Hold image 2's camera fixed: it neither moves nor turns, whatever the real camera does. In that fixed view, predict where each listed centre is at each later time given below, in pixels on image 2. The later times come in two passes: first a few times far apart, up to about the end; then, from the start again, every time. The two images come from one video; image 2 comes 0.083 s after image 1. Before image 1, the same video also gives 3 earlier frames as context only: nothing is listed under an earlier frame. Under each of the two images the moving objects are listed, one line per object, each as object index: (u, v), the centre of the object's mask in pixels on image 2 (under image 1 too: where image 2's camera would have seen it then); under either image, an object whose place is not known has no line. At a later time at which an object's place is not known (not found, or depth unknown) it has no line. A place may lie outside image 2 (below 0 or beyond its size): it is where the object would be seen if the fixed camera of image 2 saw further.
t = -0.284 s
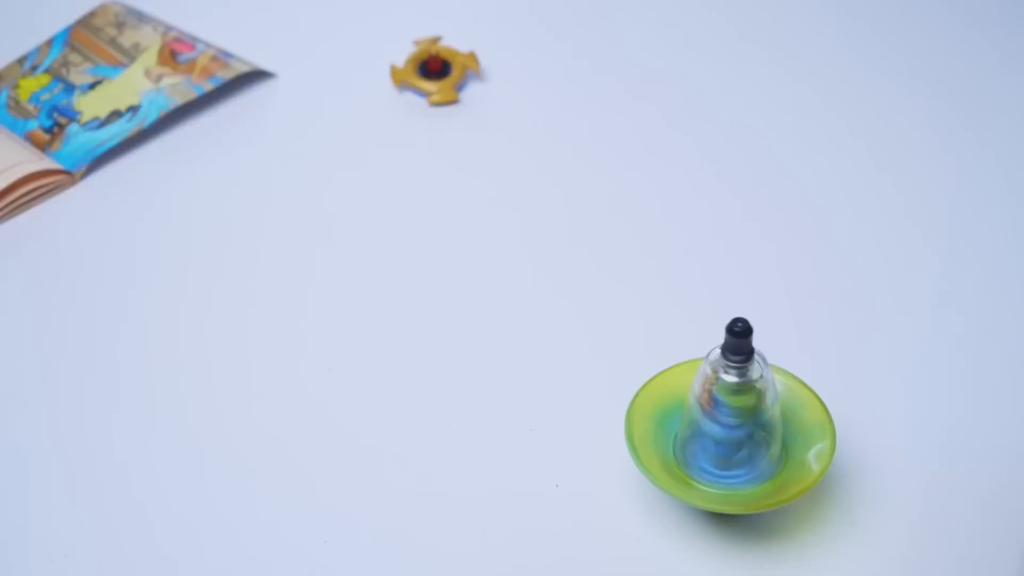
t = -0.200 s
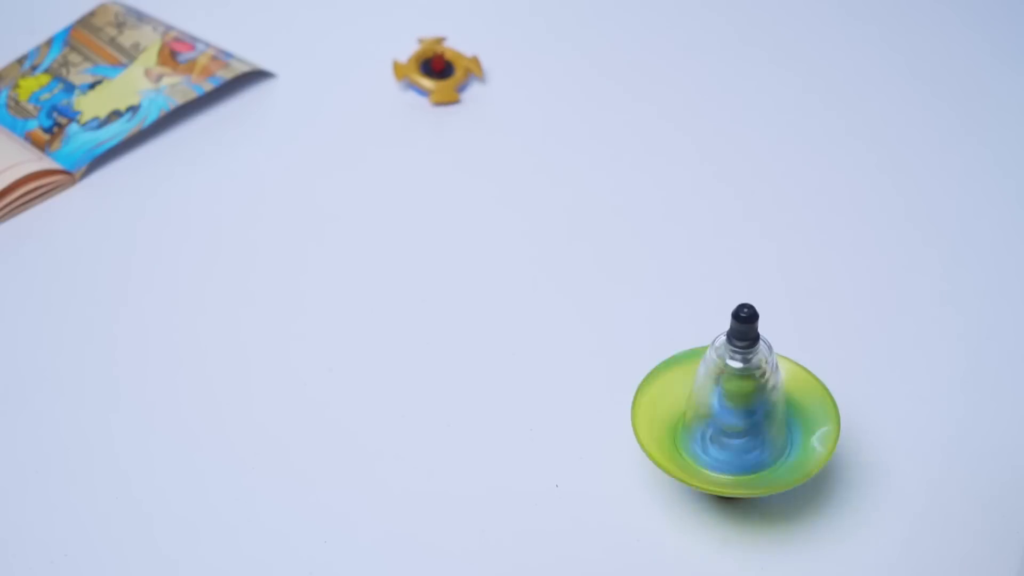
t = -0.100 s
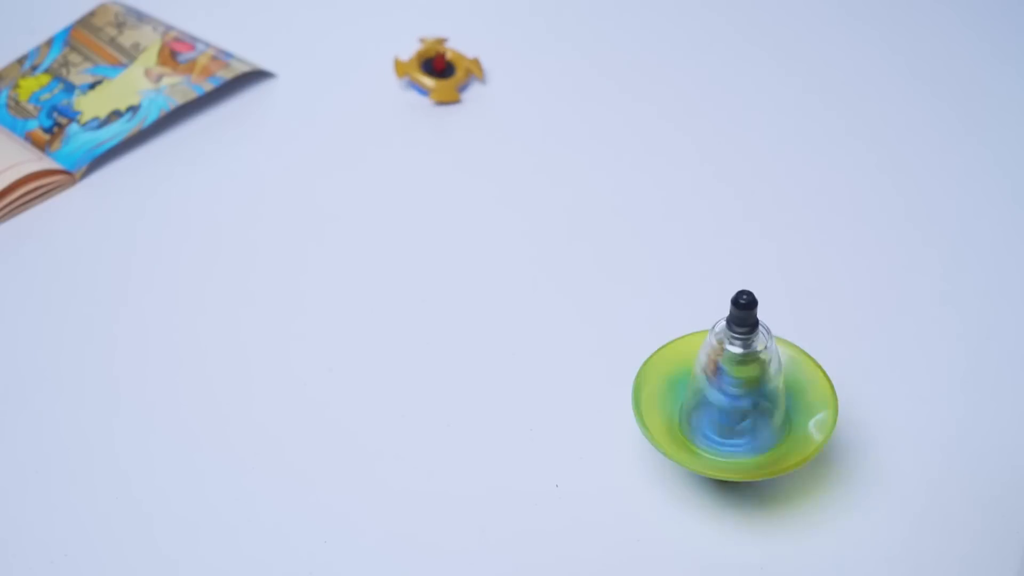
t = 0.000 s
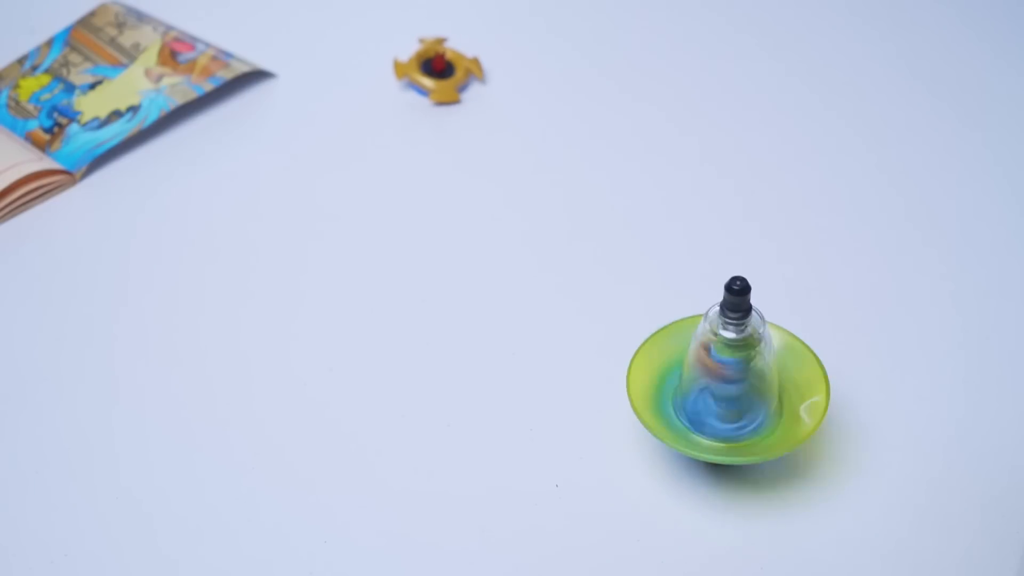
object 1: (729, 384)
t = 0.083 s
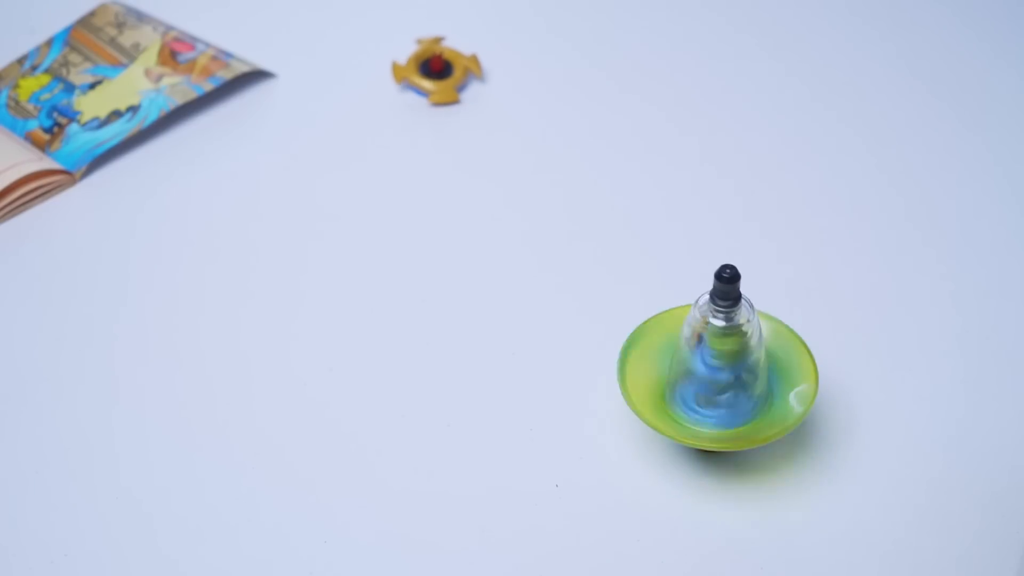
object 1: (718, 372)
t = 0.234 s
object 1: (692, 355)
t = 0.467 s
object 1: (632, 340)
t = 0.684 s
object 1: (572, 344)
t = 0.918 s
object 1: (507, 371)
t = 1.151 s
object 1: (455, 421)
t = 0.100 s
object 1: (716, 369)
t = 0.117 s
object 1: (714, 366)
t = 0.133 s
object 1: (710, 365)
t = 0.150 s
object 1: (708, 363)
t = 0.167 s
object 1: (705, 361)
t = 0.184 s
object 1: (702, 359)
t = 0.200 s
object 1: (699, 357)
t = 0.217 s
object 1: (696, 355)
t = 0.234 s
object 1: (692, 355)
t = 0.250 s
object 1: (689, 352)
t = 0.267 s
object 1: (685, 351)
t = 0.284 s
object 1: (681, 350)
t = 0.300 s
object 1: (677, 347)
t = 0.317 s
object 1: (673, 346)
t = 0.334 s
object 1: (669, 346)
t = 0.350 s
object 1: (665, 344)
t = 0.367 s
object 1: (660, 343)
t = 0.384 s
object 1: (657, 342)
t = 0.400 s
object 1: (652, 340)
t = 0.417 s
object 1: (647, 340)
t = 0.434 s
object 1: (643, 340)
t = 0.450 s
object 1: (638, 340)
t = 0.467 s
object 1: (632, 340)
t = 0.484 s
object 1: (629, 339)
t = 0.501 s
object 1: (624, 339)
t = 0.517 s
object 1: (619, 339)
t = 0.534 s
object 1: (615, 339)
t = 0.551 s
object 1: (610, 339)
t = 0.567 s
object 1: (605, 340)
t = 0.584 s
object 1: (601, 340)
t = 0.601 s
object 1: (595, 340)
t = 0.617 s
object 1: (591, 341)
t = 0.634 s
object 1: (586, 341)
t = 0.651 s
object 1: (581, 342)
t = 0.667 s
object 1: (577, 343)
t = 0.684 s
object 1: (572, 344)
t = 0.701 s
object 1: (567, 345)
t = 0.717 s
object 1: (562, 346)
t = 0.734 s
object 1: (557, 347)
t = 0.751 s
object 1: (552, 349)
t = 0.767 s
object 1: (547, 351)
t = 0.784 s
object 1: (542, 352)
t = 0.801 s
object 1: (537, 355)
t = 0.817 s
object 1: (533, 357)
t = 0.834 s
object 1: (529, 358)
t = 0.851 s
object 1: (524, 361)
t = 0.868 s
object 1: (520, 362)
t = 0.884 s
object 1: (515, 365)
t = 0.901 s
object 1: (510, 369)
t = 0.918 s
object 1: (507, 371)
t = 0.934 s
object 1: (502, 374)
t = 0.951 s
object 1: (497, 377)
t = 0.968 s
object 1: (493, 379)
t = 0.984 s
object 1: (489, 382)
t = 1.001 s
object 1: (485, 386)
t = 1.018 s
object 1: (482, 389)
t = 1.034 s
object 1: (477, 393)
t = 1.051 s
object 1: (474, 396)
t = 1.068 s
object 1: (471, 399)
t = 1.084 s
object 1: (467, 404)
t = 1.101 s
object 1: (464, 408)
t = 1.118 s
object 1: (461, 412)
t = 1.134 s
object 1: (457, 416)
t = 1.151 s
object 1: (455, 421)
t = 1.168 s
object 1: (452, 425)
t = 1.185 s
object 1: (449, 430)
